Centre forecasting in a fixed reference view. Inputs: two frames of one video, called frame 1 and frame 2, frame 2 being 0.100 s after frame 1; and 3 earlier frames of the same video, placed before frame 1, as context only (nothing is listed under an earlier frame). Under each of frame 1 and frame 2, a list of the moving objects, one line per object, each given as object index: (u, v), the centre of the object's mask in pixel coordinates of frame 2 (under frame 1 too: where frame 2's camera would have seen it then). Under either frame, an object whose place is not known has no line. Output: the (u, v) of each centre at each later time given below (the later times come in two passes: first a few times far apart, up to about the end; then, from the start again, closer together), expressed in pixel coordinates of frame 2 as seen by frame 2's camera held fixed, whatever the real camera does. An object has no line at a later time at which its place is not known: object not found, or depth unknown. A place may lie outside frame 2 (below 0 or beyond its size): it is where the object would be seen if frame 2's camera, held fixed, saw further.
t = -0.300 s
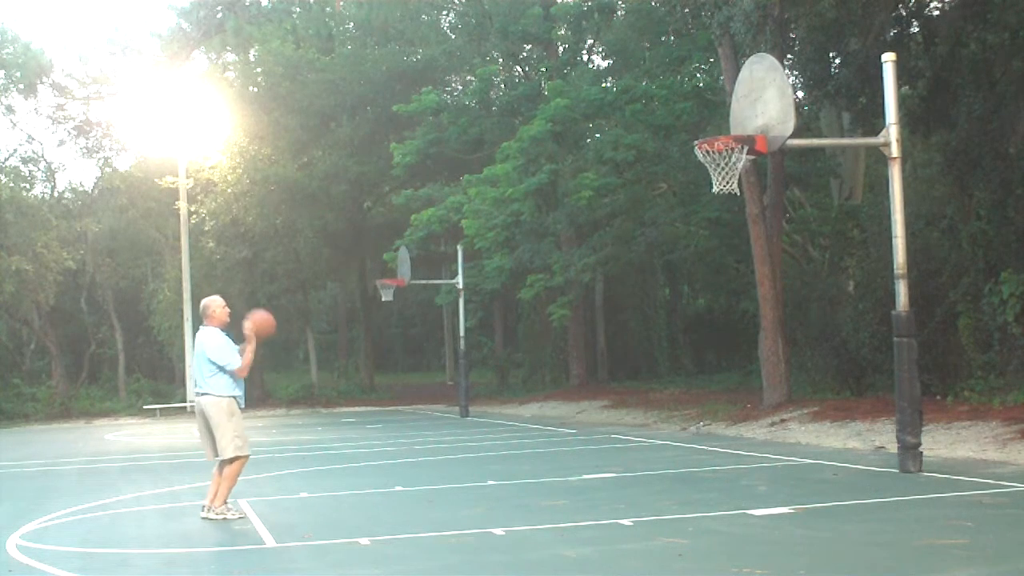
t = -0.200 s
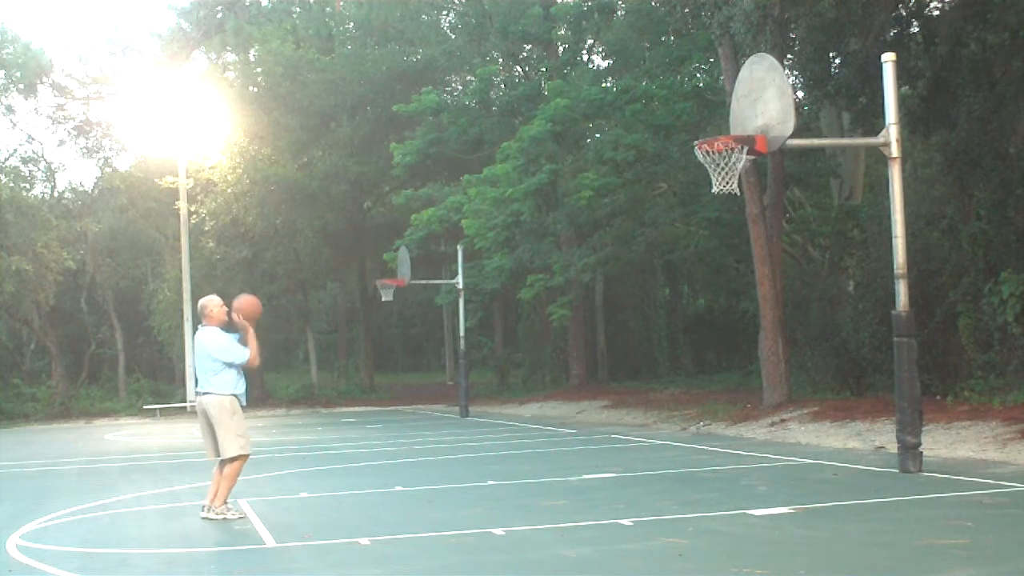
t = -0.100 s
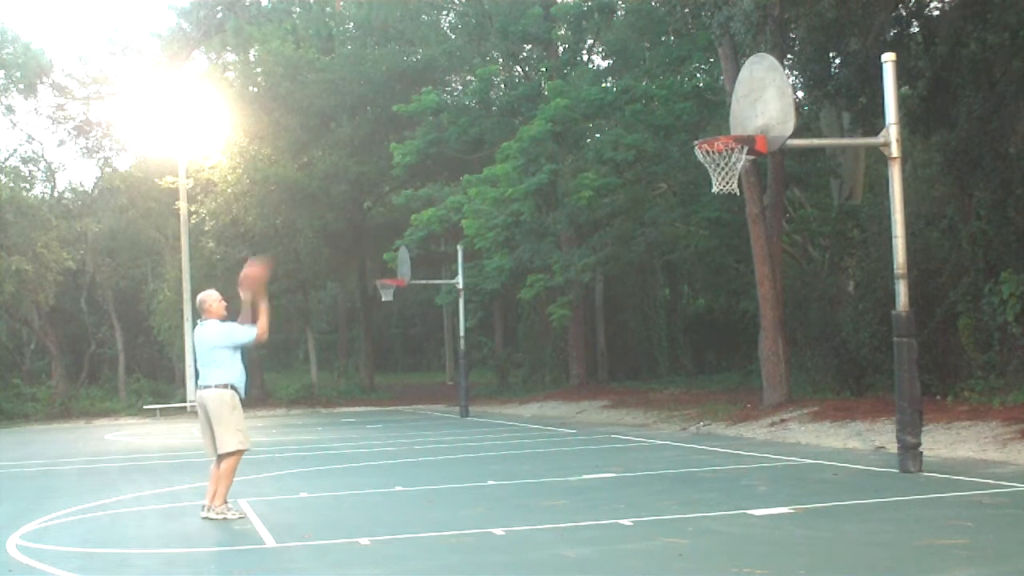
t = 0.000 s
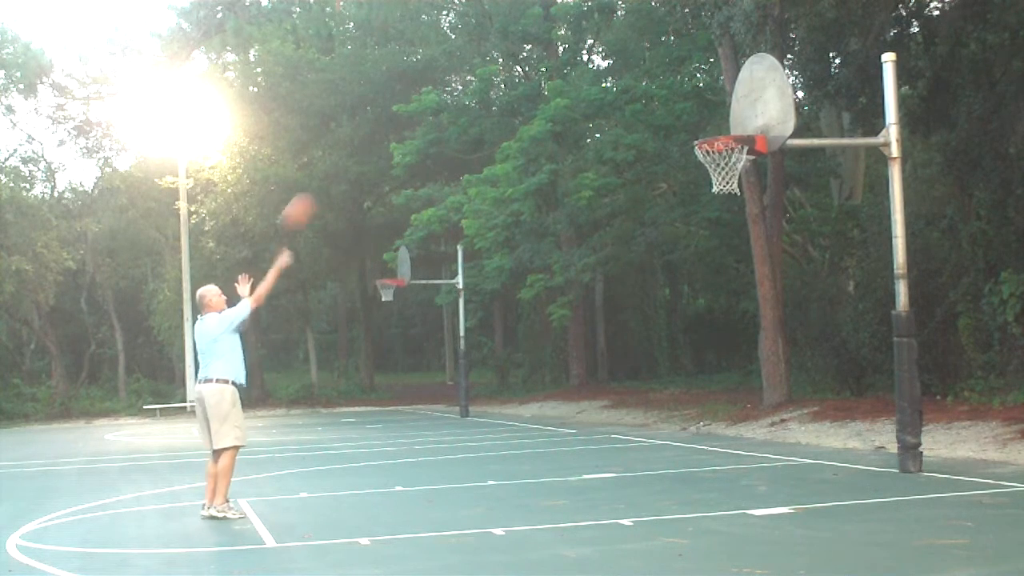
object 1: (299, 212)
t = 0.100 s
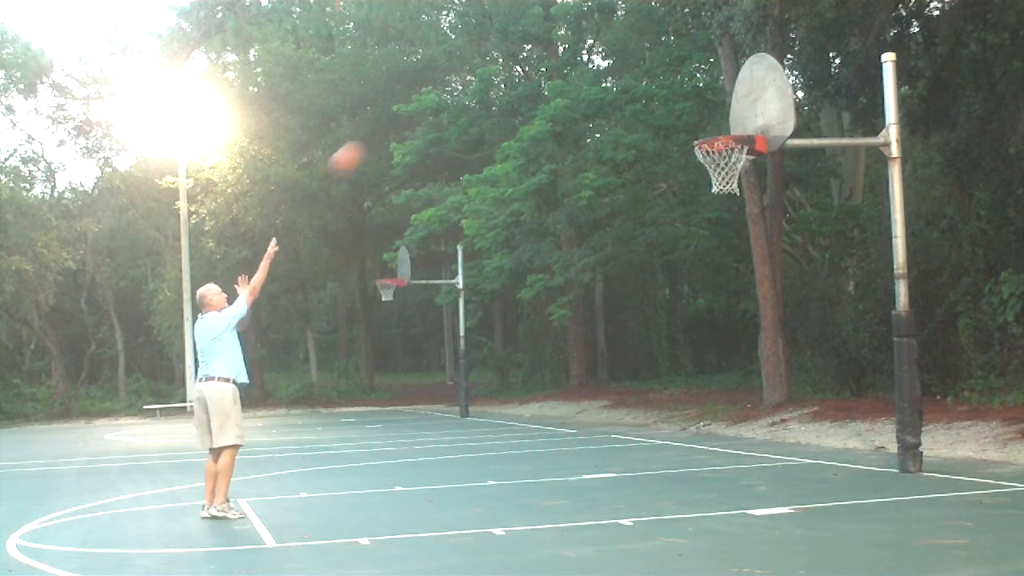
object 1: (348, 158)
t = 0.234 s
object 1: (410, 106)
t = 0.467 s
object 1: (521, 61)
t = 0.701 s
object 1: (628, 76)
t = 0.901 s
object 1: (716, 130)
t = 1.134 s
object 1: (738, 160)
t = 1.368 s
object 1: (720, 197)
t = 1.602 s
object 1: (706, 288)
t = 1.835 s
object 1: (695, 446)
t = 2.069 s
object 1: (665, 379)
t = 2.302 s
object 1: (637, 321)
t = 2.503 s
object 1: (614, 317)
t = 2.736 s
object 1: (590, 368)
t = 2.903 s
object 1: (574, 446)
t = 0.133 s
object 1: (364, 143)
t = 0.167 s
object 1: (380, 129)
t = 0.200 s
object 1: (395, 115)
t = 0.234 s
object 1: (410, 106)
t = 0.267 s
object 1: (427, 95)
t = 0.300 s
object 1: (443, 87)
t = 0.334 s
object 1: (458, 79)
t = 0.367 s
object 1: (473, 73)
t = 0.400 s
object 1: (491, 68)
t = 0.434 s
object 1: (506, 63)
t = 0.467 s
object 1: (521, 61)
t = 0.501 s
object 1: (538, 60)
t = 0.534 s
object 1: (551, 60)
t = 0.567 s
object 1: (566, 61)
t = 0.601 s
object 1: (582, 64)
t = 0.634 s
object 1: (599, 67)
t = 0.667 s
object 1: (615, 72)
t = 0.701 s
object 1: (628, 76)
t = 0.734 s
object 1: (644, 83)
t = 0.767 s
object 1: (658, 91)
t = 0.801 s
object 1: (675, 101)
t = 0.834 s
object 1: (690, 113)
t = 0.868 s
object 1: (705, 123)
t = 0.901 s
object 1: (716, 130)
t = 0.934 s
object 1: (741, 159)
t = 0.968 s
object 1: (745, 162)
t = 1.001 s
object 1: (745, 161)
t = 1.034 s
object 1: (744, 159)
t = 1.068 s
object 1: (743, 158)
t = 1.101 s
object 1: (742, 157)
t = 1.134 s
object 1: (738, 160)
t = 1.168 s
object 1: (735, 163)
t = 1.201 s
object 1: (733, 169)
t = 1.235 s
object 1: (729, 171)
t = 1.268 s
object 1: (729, 175)
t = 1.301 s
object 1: (726, 180)
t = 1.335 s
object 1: (722, 193)
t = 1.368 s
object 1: (720, 197)
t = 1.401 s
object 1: (718, 205)
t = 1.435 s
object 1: (716, 215)
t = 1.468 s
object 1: (713, 228)
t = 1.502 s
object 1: (712, 241)
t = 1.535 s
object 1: (709, 255)
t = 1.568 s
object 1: (708, 271)
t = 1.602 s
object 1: (706, 288)
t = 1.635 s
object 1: (704, 307)
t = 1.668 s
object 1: (703, 328)
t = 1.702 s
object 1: (701, 349)
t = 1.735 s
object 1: (700, 372)
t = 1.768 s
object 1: (698, 392)
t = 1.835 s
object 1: (695, 446)
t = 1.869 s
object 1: (693, 470)
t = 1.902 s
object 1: (689, 457)
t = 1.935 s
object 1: (684, 439)
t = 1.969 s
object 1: (679, 421)
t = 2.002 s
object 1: (675, 406)
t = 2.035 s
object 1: (670, 391)
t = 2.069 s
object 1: (665, 379)
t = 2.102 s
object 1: (662, 367)
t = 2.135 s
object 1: (657, 356)
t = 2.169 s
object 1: (653, 346)
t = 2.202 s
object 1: (650, 338)
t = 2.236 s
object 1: (645, 331)
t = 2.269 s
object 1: (641, 325)
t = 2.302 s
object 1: (637, 321)
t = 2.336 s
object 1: (633, 317)
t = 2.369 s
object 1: (629, 315)
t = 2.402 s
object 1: (626, 313)
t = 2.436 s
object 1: (622, 313)
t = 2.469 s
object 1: (618, 314)
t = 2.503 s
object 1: (614, 317)
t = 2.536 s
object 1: (611, 320)
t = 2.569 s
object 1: (608, 325)
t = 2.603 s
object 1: (604, 331)
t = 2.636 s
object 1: (600, 339)
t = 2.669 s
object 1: (597, 347)
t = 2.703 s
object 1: (593, 357)
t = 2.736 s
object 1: (590, 368)
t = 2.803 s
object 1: (584, 394)
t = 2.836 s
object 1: (580, 410)
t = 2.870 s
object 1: (576, 427)
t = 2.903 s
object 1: (574, 446)
